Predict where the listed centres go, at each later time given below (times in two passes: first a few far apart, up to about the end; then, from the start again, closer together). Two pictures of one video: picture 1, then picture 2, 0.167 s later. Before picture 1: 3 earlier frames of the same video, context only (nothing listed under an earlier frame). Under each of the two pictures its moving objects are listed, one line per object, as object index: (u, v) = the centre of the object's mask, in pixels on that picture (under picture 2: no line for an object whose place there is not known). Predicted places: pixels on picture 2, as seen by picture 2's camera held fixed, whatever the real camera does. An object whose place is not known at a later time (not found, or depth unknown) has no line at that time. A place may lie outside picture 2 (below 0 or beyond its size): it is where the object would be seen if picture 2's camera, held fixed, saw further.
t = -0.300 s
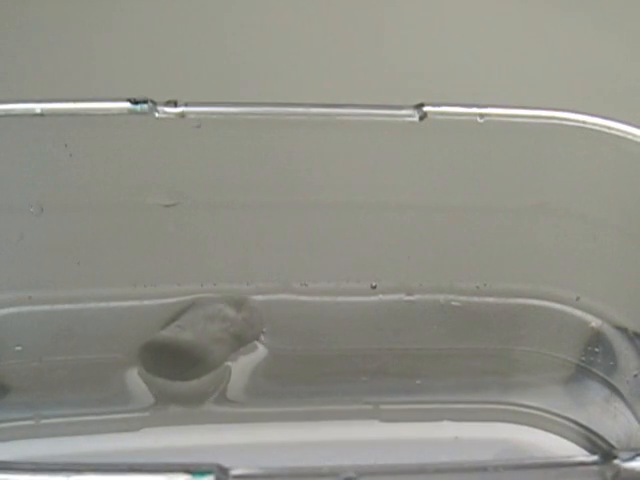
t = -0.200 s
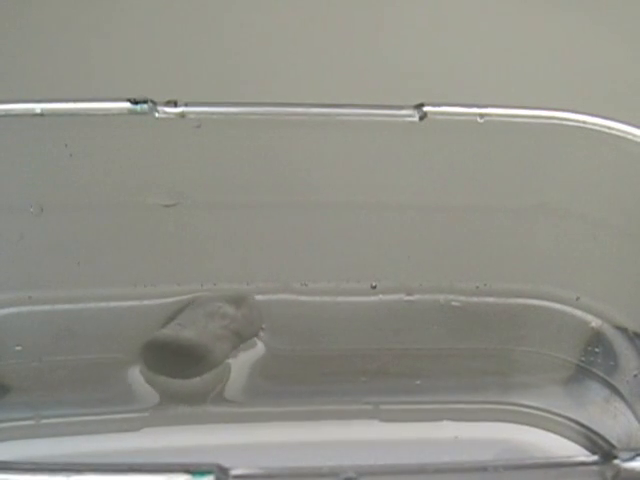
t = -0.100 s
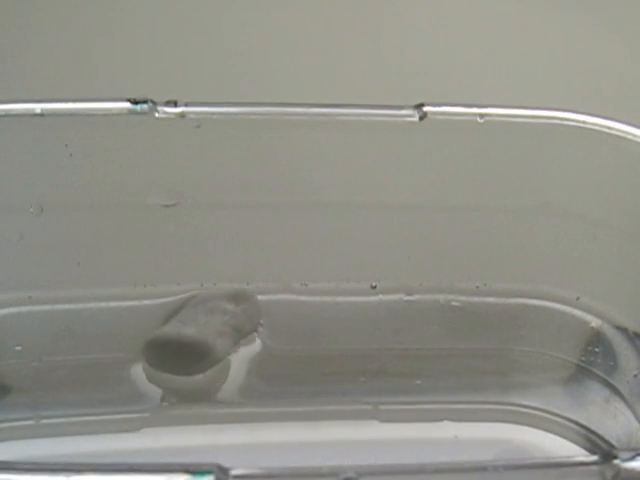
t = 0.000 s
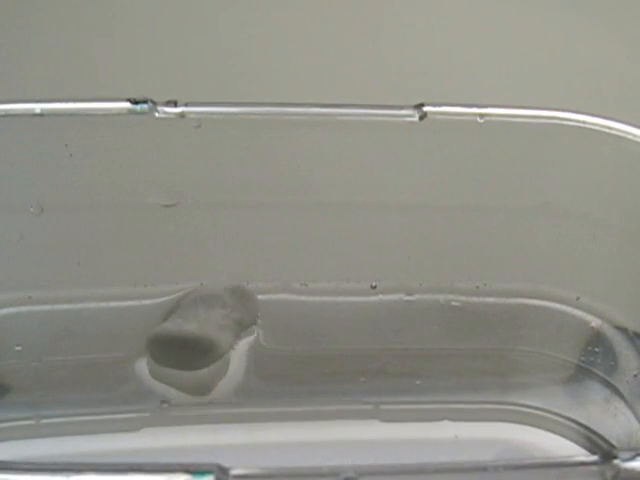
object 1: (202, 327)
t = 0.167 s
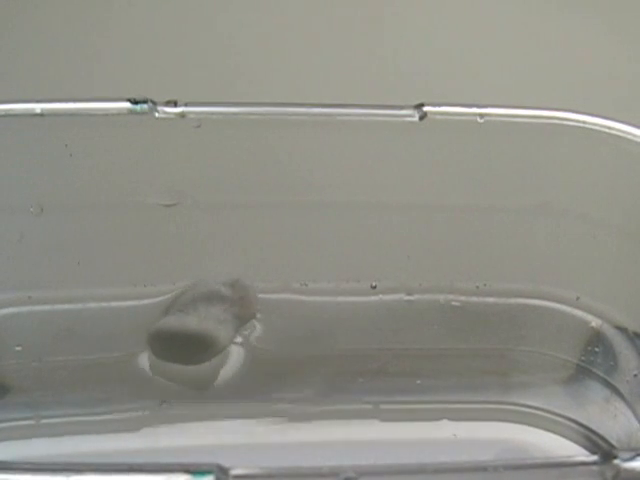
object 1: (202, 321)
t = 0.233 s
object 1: (201, 320)
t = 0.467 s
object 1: (193, 319)
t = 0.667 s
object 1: (184, 317)
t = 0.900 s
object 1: (169, 314)
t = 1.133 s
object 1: (151, 307)
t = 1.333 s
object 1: (145, 305)
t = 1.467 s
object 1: (146, 305)
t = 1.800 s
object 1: (146, 305)
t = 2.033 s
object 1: (145, 305)
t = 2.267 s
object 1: (145, 304)
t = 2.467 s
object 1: (145, 304)
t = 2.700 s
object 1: (146, 304)
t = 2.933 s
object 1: (146, 304)
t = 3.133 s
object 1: (146, 304)
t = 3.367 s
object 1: (145, 304)
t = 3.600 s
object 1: (145, 304)
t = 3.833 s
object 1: (145, 304)
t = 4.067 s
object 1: (145, 304)
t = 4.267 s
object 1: (145, 303)
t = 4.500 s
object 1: (145, 303)
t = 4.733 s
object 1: (145, 303)
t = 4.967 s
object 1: (145, 303)
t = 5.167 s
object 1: (145, 303)
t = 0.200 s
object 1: (202, 321)
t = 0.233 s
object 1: (201, 320)
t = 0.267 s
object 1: (200, 320)
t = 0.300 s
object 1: (199, 320)
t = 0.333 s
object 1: (198, 320)
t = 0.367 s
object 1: (197, 320)
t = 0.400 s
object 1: (196, 320)
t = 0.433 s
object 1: (194, 319)
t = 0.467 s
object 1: (193, 319)
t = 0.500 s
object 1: (192, 319)
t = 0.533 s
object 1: (190, 318)
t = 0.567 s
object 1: (189, 318)
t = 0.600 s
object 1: (187, 318)
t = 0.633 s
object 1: (186, 318)
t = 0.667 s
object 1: (184, 317)
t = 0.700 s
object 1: (182, 317)
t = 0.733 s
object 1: (180, 317)
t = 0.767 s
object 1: (178, 316)
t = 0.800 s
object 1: (175, 316)
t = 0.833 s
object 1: (174, 315)
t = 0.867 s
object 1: (172, 315)
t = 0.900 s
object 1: (169, 314)
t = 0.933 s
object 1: (166, 314)
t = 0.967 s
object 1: (163, 312)
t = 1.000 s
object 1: (161, 311)
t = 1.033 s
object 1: (158, 310)
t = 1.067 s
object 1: (156, 309)
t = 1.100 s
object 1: (153, 308)
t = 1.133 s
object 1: (151, 307)
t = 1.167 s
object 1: (149, 306)
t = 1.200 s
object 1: (147, 306)
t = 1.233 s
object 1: (146, 305)
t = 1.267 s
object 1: (145, 305)
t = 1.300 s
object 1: (145, 305)
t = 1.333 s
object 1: (145, 305)
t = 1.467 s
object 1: (146, 305)
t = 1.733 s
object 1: (146, 305)
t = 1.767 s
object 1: (146, 305)
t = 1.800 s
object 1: (146, 305)
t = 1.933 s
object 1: (145, 305)
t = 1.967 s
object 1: (145, 305)
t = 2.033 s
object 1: (145, 305)
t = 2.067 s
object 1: (145, 305)
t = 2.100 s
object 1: (145, 305)
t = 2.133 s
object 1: (145, 304)
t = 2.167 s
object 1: (145, 304)
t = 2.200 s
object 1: (145, 304)
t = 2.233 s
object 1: (145, 304)
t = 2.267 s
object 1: (145, 304)
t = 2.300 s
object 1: (145, 304)
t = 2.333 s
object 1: (145, 304)
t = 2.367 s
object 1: (145, 304)
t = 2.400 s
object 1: (145, 304)
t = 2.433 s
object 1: (145, 304)
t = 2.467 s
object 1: (145, 304)
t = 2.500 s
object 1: (145, 304)
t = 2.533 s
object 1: (145, 304)
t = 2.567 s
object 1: (145, 304)
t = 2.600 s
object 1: (145, 304)
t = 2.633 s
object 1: (145, 304)
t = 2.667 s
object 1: (145, 304)
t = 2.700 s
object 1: (146, 304)
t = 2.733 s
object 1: (146, 304)
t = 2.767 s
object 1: (146, 304)
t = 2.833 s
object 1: (146, 304)
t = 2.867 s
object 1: (146, 304)
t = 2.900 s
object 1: (146, 304)
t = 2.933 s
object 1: (146, 304)
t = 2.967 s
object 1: (146, 304)
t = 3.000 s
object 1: (146, 304)
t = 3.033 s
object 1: (146, 304)
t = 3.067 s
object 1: (146, 304)
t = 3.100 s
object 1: (146, 304)
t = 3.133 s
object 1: (146, 304)
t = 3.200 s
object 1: (146, 304)
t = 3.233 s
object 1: (145, 304)
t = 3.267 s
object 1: (145, 304)
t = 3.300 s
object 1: (145, 304)
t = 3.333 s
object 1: (145, 304)
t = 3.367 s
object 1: (145, 304)
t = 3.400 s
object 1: (145, 304)
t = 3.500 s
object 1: (145, 304)
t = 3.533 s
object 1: (145, 304)
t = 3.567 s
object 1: (146, 304)
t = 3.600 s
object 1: (145, 304)
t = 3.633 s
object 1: (145, 304)
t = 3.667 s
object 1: (145, 304)
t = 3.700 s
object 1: (145, 304)
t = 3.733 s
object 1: (145, 304)
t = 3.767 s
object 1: (145, 304)
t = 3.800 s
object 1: (145, 304)
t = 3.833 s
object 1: (145, 304)
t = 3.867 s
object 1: (145, 304)
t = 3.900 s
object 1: (145, 304)
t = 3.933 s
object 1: (145, 304)
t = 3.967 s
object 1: (145, 304)
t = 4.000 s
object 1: (145, 304)
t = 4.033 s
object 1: (145, 304)
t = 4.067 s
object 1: (145, 304)
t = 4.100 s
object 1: (145, 304)
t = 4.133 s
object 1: (145, 304)
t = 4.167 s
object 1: (145, 304)
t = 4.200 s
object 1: (145, 304)
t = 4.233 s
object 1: (145, 303)
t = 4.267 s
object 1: (145, 303)
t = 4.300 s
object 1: (145, 303)
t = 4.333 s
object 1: (145, 303)
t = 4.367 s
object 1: (145, 303)
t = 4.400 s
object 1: (145, 303)
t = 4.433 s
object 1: (145, 303)
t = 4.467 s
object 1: (145, 303)
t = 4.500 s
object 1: (145, 303)
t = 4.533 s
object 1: (145, 303)
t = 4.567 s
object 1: (145, 303)
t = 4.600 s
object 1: (145, 303)
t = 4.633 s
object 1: (145, 303)
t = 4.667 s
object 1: (145, 303)
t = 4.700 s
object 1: (145, 303)
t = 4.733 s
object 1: (145, 303)
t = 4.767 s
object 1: (145, 303)
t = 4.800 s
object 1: (145, 303)
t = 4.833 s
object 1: (145, 303)
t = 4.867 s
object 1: (145, 303)
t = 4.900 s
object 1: (145, 303)
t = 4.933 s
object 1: (145, 303)
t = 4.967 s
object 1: (145, 303)
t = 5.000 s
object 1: (145, 303)
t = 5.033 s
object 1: (145, 303)
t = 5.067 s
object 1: (145, 303)
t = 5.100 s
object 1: (145, 303)
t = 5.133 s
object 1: (145, 303)
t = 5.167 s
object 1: (145, 303)
